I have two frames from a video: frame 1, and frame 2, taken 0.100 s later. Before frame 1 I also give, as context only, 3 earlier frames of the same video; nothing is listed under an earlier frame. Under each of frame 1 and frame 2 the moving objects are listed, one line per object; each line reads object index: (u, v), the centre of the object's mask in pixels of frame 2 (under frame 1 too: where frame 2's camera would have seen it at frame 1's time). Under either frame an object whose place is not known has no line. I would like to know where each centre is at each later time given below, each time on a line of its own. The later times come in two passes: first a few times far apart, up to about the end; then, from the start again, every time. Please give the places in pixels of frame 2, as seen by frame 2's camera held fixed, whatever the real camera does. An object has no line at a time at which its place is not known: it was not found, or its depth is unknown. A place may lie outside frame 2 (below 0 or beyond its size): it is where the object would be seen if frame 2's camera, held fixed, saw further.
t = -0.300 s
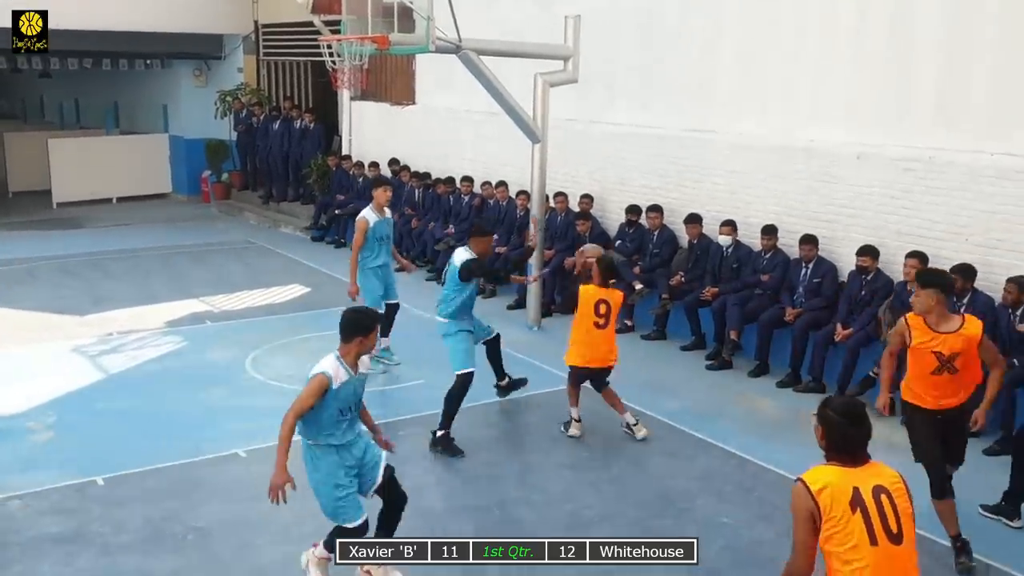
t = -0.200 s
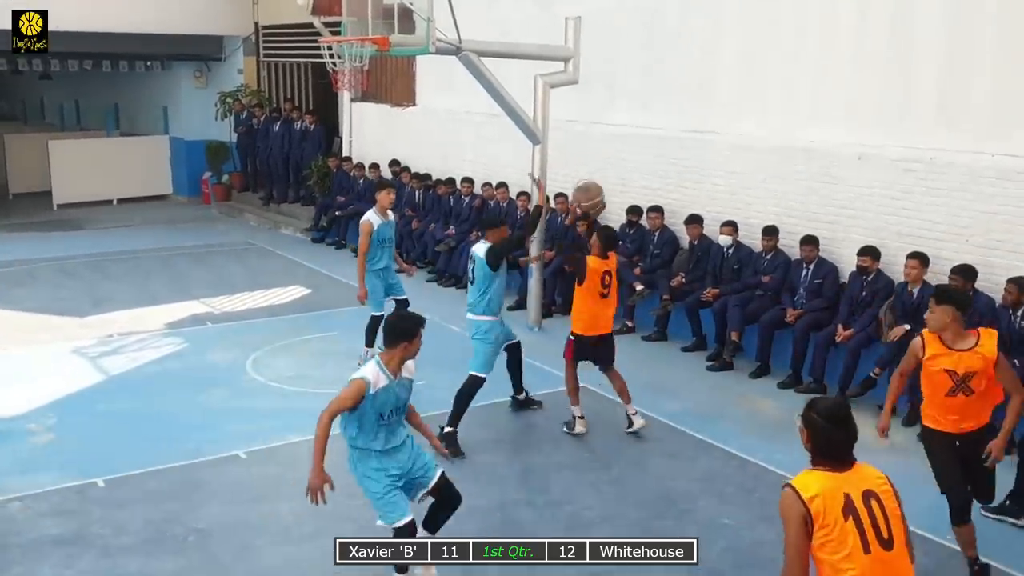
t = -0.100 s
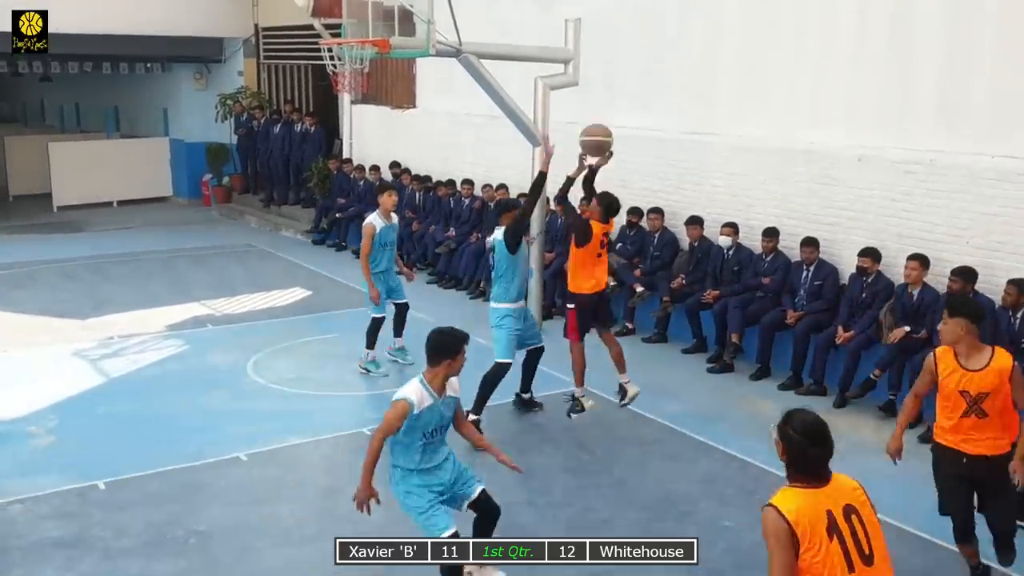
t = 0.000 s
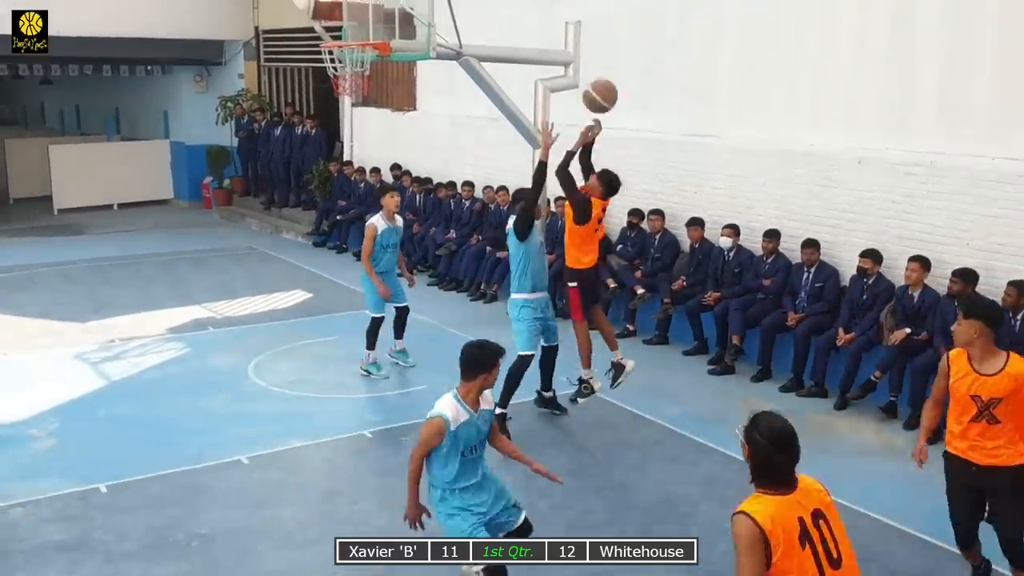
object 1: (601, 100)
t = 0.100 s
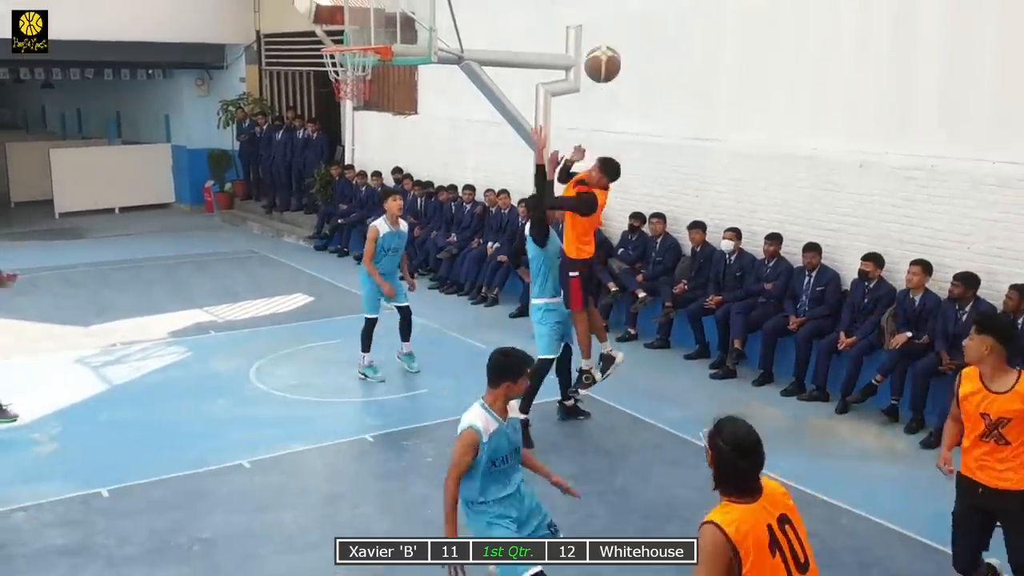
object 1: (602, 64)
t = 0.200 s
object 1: (603, 42)
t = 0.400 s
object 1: (604, 47)
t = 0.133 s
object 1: (602, 55)
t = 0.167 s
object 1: (603, 48)
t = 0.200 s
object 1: (603, 42)
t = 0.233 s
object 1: (604, 39)
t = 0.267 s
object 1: (604, 37)
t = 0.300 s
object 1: (604, 36)
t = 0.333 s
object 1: (604, 38)
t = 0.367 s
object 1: (604, 41)
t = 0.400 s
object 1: (604, 47)
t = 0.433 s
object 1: (603, 54)
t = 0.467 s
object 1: (603, 64)
